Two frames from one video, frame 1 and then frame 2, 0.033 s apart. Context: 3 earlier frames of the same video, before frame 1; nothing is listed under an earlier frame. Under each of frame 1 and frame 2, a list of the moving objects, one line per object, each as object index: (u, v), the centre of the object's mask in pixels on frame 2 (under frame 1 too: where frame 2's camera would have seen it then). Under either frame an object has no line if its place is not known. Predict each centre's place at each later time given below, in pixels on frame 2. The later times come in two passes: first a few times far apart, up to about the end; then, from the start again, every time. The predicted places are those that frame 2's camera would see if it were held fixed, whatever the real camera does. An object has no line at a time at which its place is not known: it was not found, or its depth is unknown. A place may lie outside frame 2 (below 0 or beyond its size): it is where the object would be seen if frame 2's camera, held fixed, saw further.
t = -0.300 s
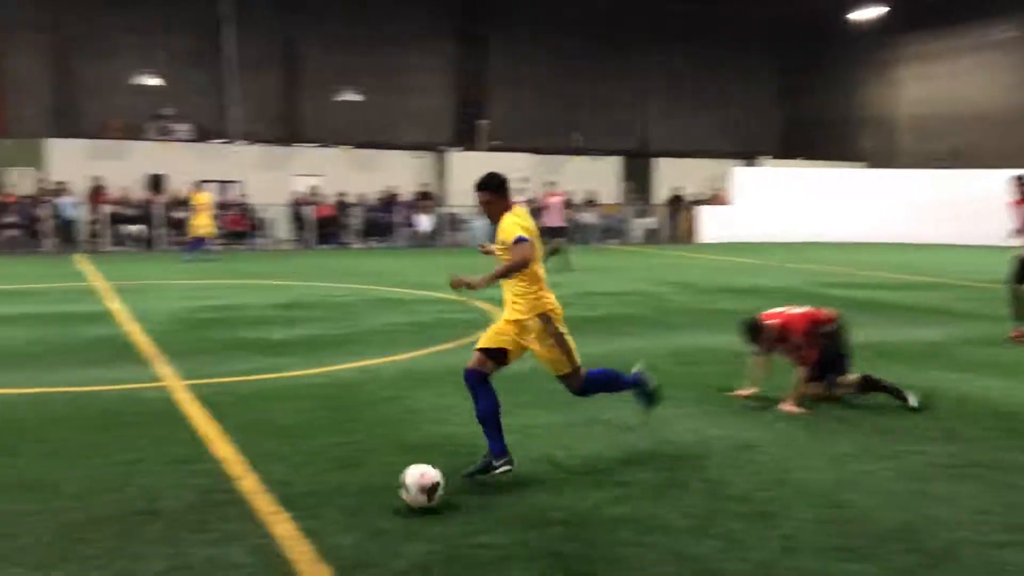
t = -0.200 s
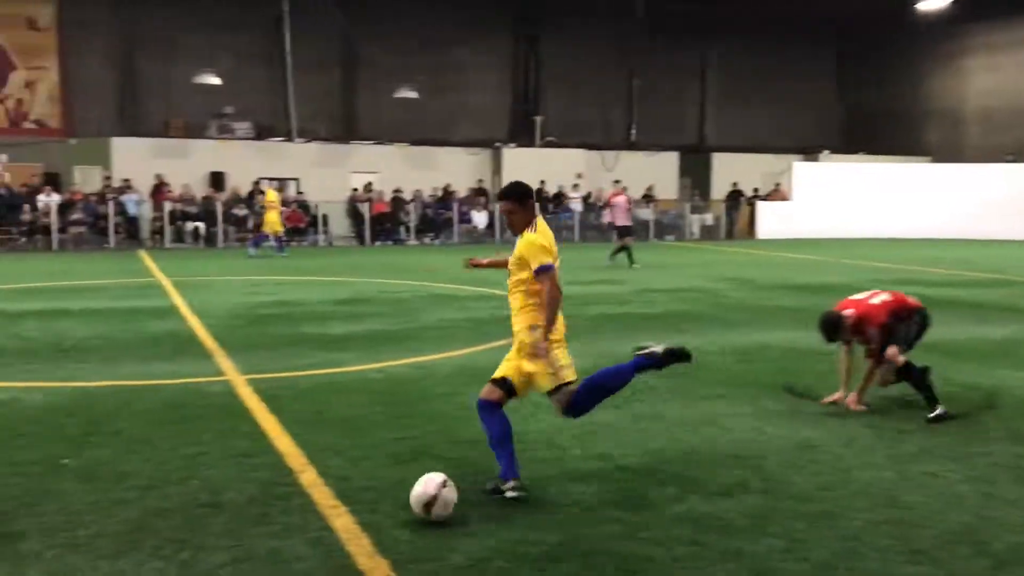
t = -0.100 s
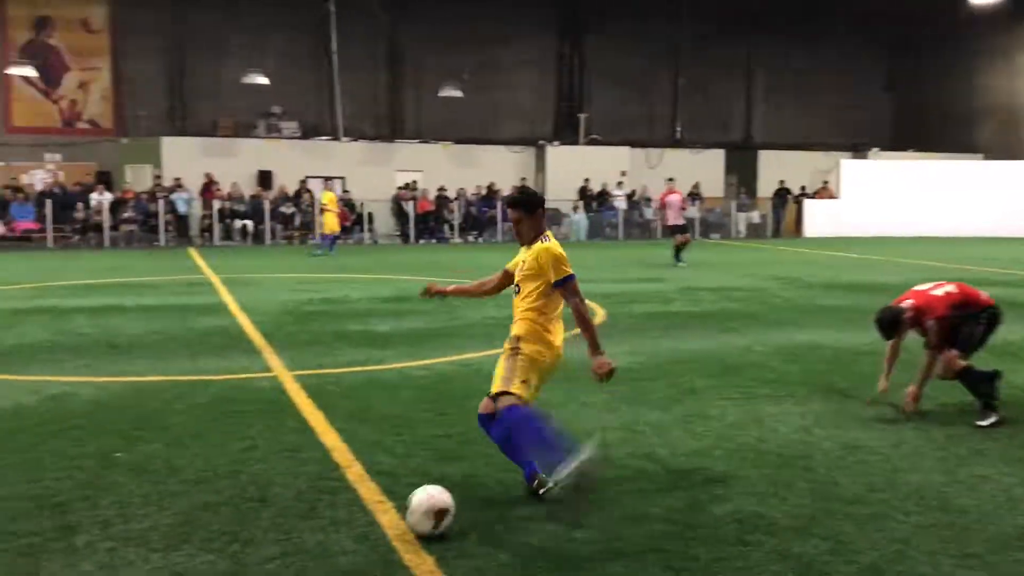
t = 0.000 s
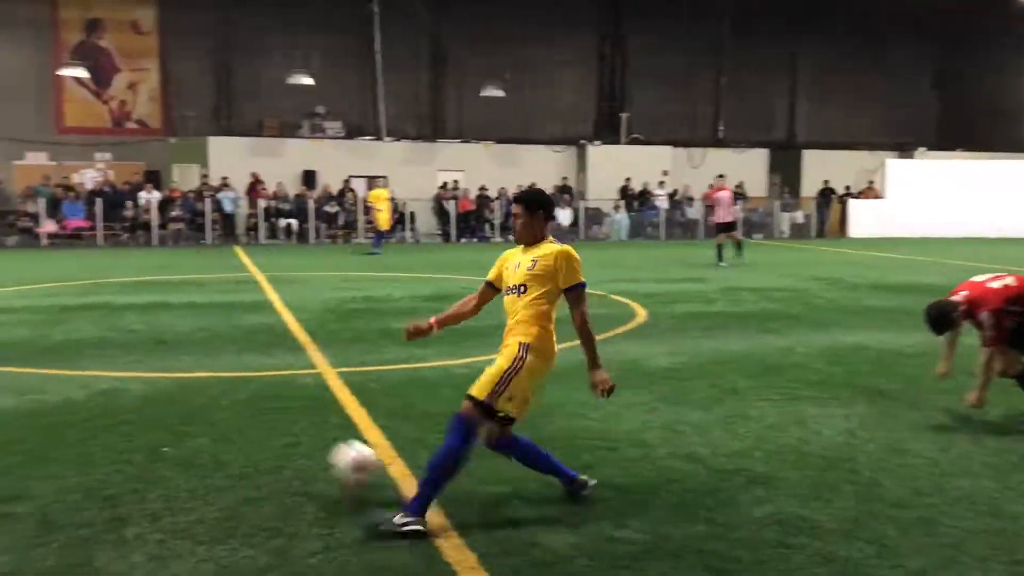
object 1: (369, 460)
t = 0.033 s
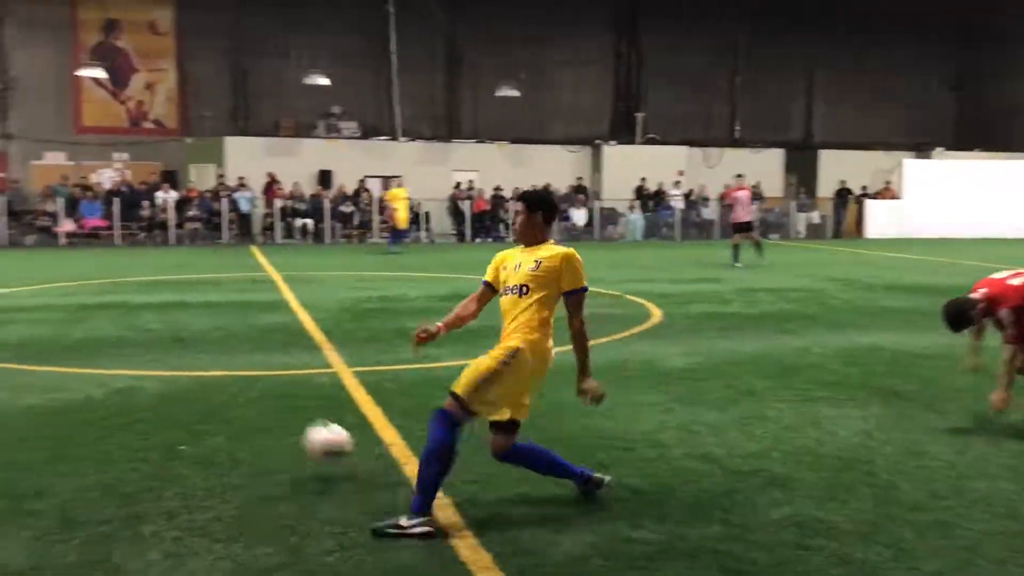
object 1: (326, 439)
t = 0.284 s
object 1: (131, 372)
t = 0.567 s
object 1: (41, 324)
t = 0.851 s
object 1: (0, 303)
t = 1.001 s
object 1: (-15, 294)
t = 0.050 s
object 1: (307, 432)
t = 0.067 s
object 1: (289, 425)
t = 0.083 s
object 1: (271, 418)
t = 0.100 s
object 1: (254, 410)
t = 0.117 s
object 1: (240, 405)
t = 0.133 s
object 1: (226, 402)
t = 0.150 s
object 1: (212, 397)
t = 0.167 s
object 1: (199, 394)
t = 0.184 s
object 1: (187, 389)
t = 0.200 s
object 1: (175, 387)
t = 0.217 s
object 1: (165, 384)
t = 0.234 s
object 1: (155, 385)
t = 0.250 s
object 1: (145, 380)
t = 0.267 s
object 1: (136, 377)
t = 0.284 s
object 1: (131, 372)
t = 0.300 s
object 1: (124, 367)
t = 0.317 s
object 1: (115, 362)
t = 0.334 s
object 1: (108, 355)
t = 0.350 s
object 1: (100, 352)
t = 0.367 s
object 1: (95, 349)
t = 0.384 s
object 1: (89, 346)
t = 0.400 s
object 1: (83, 344)
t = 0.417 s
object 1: (78, 342)
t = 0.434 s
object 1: (73, 340)
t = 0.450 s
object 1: (69, 339)
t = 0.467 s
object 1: (63, 337)
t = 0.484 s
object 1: (59, 337)
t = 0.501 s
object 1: (54, 336)
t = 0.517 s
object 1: (51, 332)
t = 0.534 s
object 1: (48, 328)
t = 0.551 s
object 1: (45, 325)
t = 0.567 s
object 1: (41, 324)
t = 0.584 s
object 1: (37, 323)
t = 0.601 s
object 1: (34, 321)
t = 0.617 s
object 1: (31, 319)
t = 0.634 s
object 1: (28, 319)
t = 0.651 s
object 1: (25, 319)
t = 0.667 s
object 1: (23, 318)
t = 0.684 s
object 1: (21, 317)
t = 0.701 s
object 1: (18, 315)
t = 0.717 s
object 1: (16, 313)
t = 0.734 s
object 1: (13, 310)
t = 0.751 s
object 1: (12, 307)
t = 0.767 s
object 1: (9, 305)
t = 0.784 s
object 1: (7, 304)
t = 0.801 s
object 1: (5, 303)
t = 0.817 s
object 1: (3, 302)
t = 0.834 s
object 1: (1, 302)
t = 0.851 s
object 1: (0, 303)
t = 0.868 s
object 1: (-2, 302)
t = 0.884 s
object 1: (-4, 302)
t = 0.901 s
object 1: (-6, 302)
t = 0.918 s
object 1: (-8, 302)
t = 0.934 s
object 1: (-9, 300)
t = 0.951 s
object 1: (-10, 299)
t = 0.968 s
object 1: (-12, 297)
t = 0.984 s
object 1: (-14, 295)
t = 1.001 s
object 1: (-15, 294)
